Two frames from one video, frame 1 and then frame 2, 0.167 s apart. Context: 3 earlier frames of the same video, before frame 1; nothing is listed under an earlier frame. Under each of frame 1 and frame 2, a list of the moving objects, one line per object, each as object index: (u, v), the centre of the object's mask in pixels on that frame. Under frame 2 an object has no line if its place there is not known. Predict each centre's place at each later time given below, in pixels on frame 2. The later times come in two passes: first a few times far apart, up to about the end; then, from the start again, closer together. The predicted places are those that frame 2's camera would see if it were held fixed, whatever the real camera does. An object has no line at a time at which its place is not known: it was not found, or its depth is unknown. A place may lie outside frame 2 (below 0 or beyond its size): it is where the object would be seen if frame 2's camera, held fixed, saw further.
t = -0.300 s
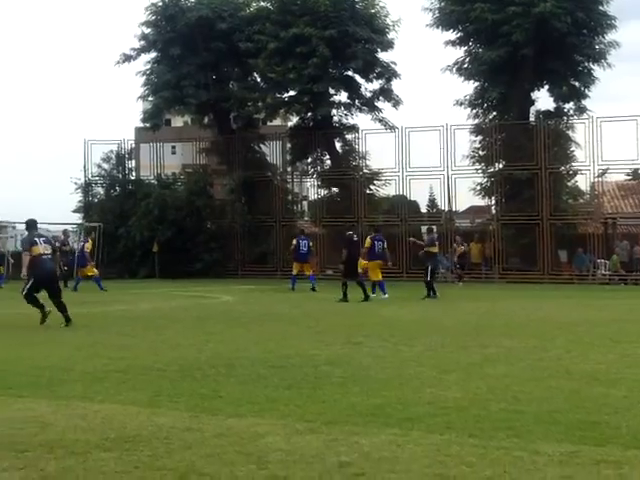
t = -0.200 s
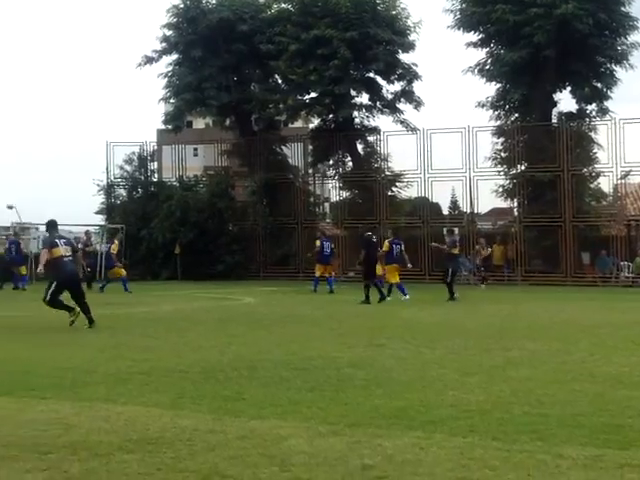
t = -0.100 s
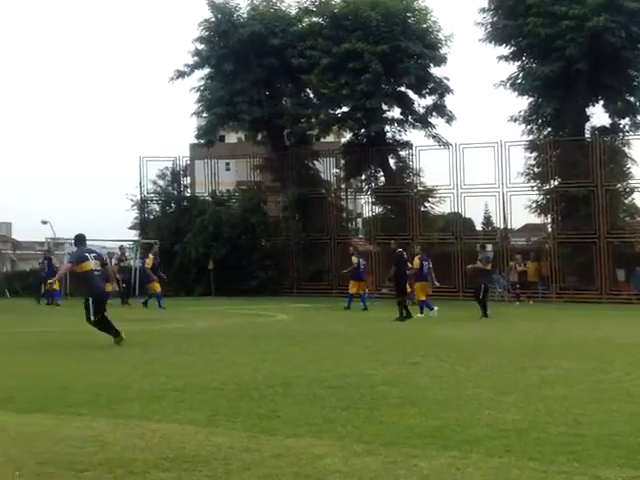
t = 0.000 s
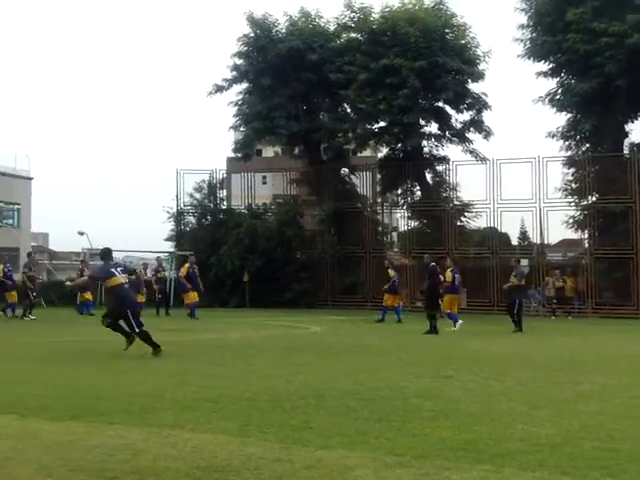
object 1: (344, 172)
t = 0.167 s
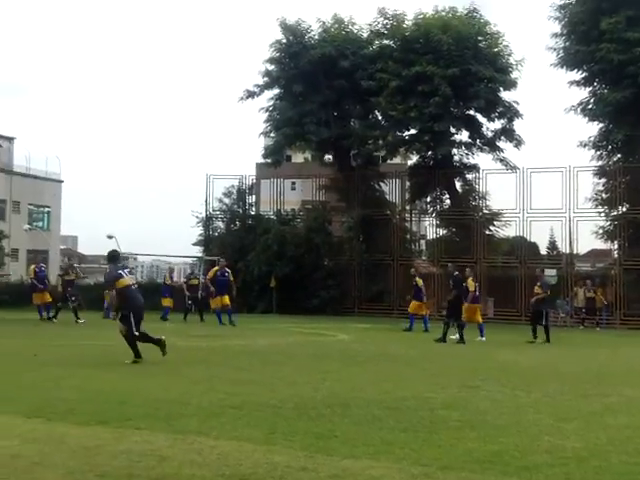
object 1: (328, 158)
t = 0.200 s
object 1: (319, 155)
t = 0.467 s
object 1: (244, 142)
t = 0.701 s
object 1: (167, 151)
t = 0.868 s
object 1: (106, 173)
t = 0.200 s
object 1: (319, 155)
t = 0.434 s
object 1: (253, 142)
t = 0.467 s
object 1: (244, 142)
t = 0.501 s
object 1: (234, 143)
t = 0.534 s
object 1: (222, 143)
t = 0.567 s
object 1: (212, 143)
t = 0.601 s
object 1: (201, 144)
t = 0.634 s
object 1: (190, 146)
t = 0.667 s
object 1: (178, 148)
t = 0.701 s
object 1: (167, 151)
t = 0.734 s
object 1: (156, 154)
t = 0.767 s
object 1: (144, 158)
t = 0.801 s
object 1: (131, 162)
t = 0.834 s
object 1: (118, 167)
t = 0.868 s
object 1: (106, 173)
